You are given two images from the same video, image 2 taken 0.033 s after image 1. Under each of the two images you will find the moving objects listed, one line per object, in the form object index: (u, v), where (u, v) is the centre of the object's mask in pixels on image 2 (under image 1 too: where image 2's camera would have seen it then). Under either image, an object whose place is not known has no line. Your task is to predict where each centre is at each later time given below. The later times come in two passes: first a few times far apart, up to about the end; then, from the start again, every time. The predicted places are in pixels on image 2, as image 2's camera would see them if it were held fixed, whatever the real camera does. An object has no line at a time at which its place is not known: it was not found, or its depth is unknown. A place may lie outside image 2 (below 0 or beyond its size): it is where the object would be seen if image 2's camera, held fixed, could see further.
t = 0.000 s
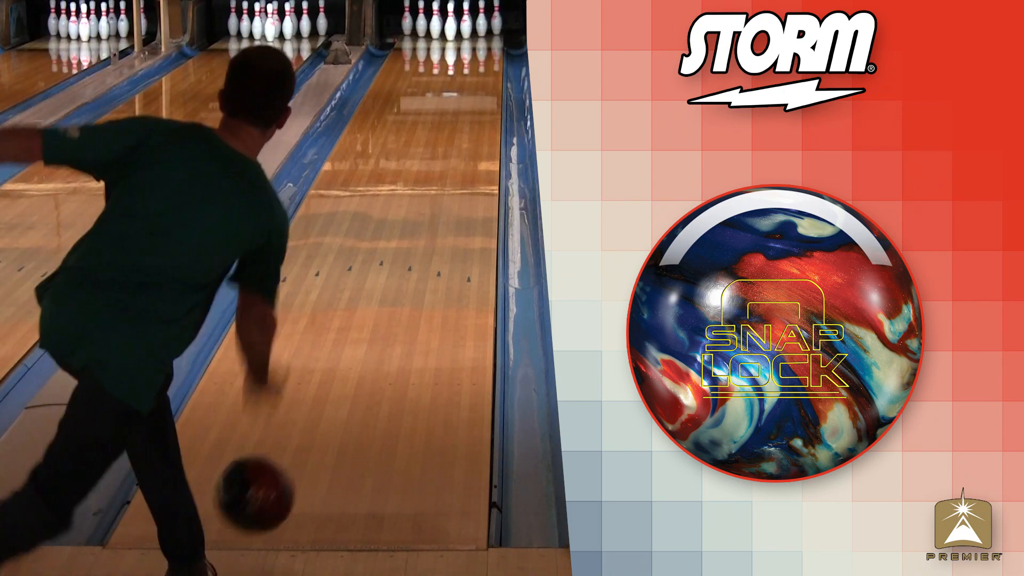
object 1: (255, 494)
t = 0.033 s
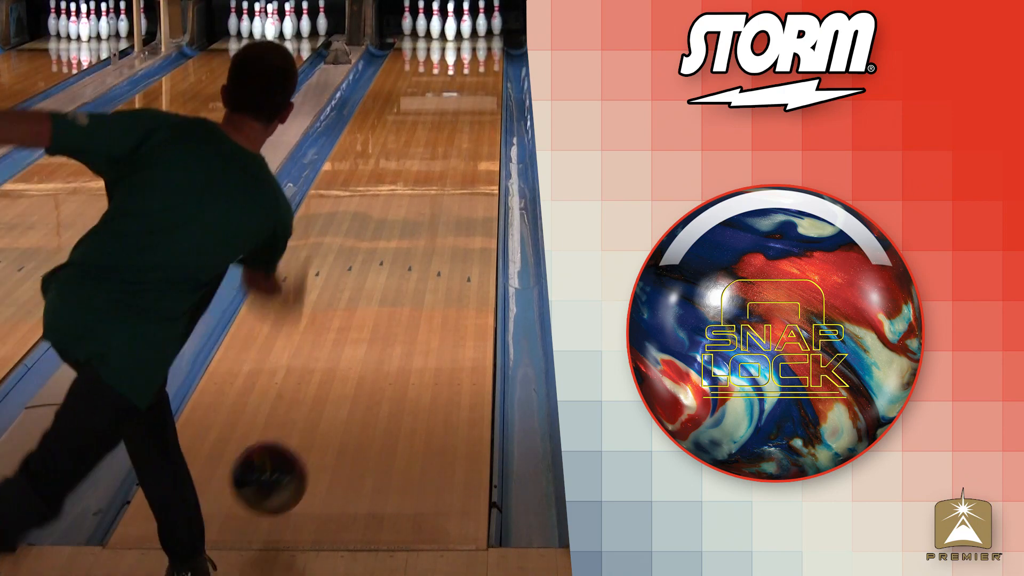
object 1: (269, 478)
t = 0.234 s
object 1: (336, 373)
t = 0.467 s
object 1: (386, 276)
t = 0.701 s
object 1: (420, 212)
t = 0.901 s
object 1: (441, 169)
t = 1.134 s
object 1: (458, 131)
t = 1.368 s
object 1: (470, 101)
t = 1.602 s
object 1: (478, 77)
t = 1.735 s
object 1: (480, 66)
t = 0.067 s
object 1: (283, 466)
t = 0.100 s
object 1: (295, 448)
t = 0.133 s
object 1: (306, 425)
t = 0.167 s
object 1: (317, 407)
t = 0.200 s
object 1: (327, 390)
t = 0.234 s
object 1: (336, 373)
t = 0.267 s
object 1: (345, 357)
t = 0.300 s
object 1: (352, 342)
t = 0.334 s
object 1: (360, 327)
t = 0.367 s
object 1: (367, 313)
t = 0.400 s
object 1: (374, 300)
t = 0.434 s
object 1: (380, 288)
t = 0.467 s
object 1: (386, 276)
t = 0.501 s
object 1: (391, 266)
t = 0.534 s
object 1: (397, 256)
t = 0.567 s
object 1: (402, 247)
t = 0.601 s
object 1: (407, 237)
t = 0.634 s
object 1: (411, 228)
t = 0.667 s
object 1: (416, 220)
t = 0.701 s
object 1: (420, 212)
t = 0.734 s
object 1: (424, 205)
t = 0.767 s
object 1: (428, 197)
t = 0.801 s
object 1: (431, 189)
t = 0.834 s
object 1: (435, 182)
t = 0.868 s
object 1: (438, 175)
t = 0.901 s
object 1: (441, 169)
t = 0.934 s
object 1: (444, 163)
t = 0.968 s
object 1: (447, 157)
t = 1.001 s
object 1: (449, 152)
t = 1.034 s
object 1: (452, 145)
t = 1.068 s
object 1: (454, 141)
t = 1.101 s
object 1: (456, 136)
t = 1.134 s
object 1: (458, 131)
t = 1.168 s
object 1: (460, 127)
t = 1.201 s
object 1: (462, 122)
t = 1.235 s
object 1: (465, 117)
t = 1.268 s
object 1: (466, 113)
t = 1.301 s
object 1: (468, 109)
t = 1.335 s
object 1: (469, 105)
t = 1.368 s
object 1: (470, 101)
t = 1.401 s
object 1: (472, 98)
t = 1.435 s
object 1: (473, 94)
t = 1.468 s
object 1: (474, 91)
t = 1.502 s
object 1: (476, 87)
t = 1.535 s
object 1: (476, 84)
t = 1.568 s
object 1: (478, 81)
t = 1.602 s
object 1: (478, 77)
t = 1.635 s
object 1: (478, 74)
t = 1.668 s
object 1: (479, 71)
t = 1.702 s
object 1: (479, 69)
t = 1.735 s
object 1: (480, 66)
